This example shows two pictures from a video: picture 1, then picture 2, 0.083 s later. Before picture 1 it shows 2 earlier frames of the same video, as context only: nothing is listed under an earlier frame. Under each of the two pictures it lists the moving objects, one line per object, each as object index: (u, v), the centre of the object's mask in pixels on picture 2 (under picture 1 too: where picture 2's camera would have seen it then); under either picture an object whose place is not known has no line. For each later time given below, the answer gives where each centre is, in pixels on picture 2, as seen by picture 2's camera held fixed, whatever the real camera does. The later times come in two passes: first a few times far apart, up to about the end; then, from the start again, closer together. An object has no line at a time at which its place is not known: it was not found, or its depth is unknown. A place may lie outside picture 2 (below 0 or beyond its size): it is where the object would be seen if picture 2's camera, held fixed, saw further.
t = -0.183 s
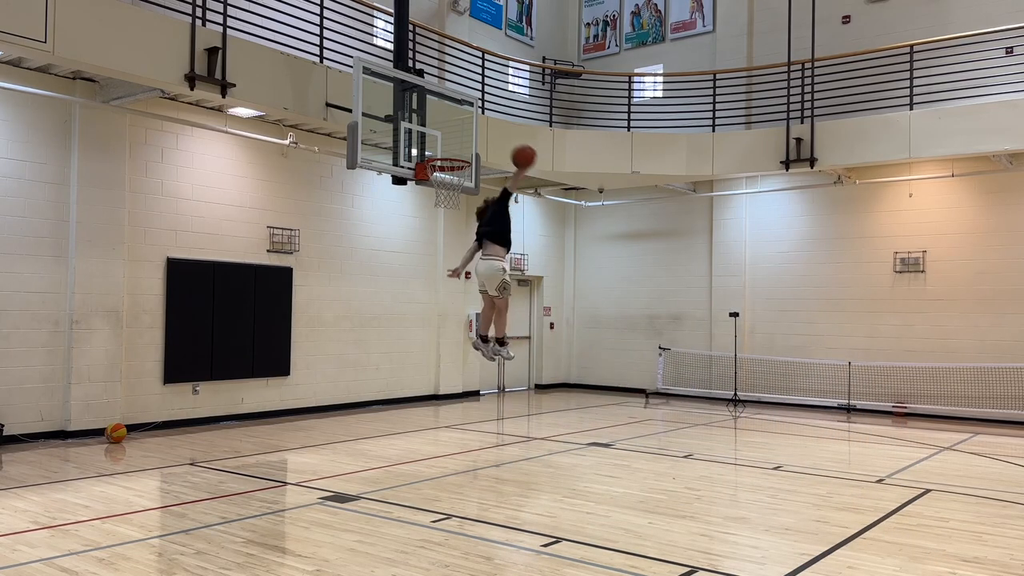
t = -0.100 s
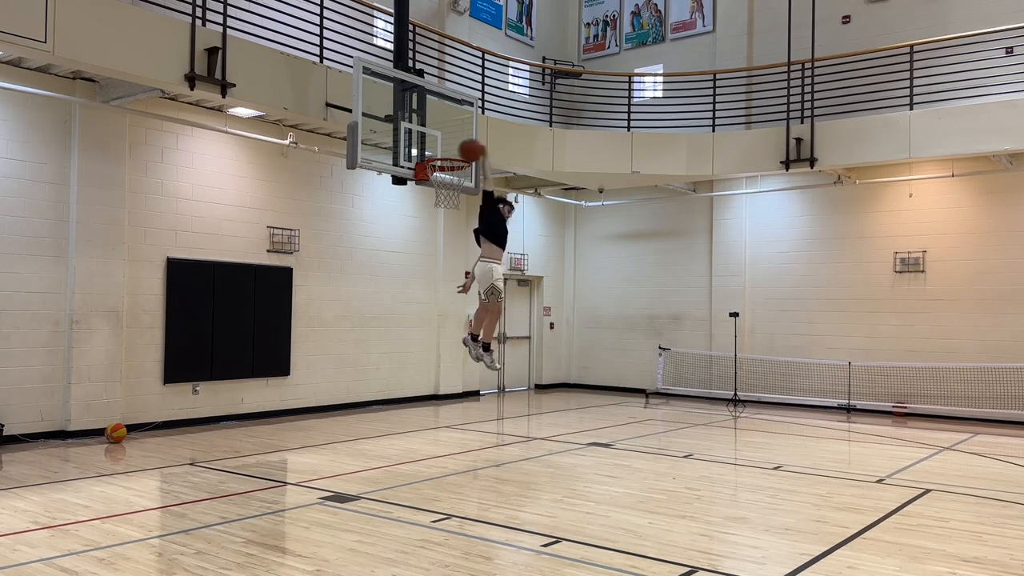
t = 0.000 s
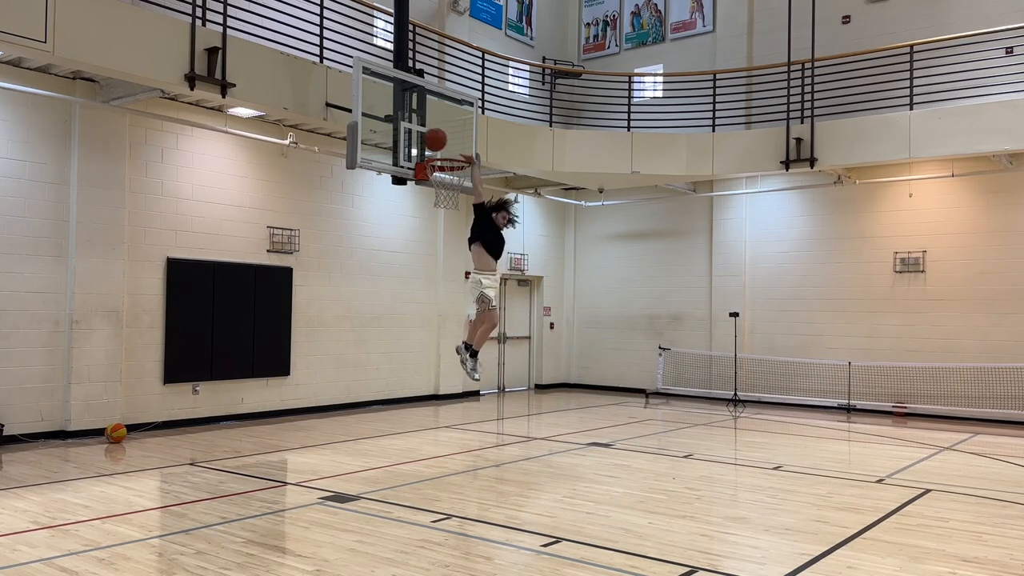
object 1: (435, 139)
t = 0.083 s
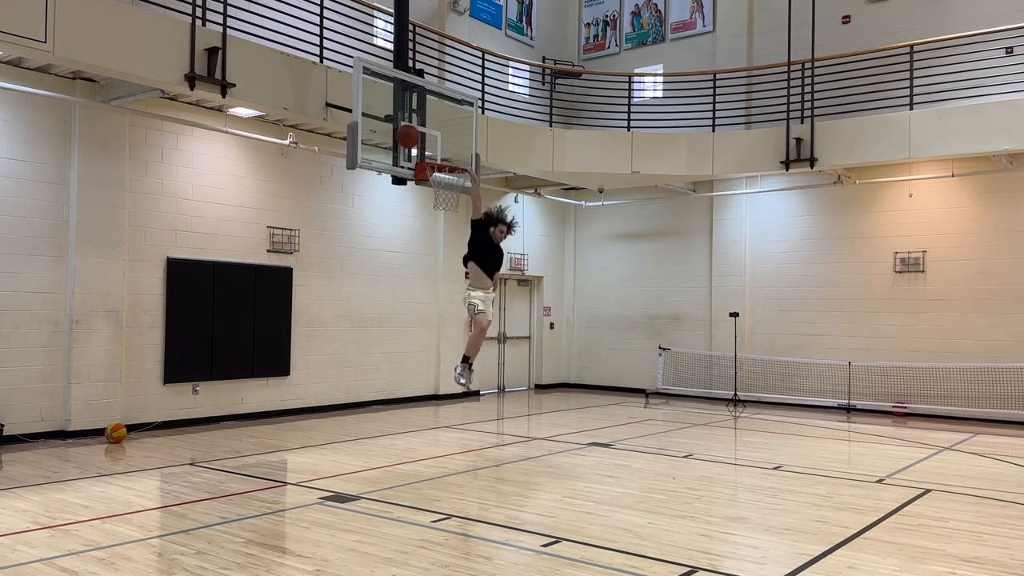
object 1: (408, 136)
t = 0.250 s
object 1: (420, 114)
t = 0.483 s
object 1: (439, 128)
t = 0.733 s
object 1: (462, 217)
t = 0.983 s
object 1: (489, 406)
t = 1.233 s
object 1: (503, 403)
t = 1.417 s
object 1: (506, 305)
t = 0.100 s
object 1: (409, 133)
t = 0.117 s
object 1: (410, 130)
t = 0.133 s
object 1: (412, 127)
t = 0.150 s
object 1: (413, 124)
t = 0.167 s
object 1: (413, 122)
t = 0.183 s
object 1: (415, 120)
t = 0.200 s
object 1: (416, 118)
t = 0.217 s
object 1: (418, 116)
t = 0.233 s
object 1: (419, 115)
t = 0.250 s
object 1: (420, 114)
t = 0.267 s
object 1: (421, 113)
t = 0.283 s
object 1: (422, 113)
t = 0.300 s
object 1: (424, 113)
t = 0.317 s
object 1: (425, 112)
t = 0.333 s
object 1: (427, 113)
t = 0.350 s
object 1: (428, 113)
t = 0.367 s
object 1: (430, 114)
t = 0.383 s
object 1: (431, 115)
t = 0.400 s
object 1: (432, 116)
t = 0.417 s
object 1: (434, 118)
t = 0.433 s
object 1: (435, 120)
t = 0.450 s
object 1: (437, 123)
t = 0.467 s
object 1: (438, 125)
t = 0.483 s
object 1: (439, 128)
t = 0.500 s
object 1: (440, 132)
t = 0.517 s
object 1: (442, 135)
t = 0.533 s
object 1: (443, 140)
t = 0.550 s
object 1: (445, 144)
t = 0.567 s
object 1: (447, 148)
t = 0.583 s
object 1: (448, 154)
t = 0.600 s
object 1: (449, 160)
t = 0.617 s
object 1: (451, 165)
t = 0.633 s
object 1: (452, 172)
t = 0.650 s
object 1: (454, 179)
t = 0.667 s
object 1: (456, 185)
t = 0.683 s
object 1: (457, 193)
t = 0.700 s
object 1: (459, 200)
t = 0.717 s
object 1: (460, 209)
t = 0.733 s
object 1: (462, 217)
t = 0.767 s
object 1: (465, 235)
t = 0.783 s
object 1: (467, 245)
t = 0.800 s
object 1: (469, 256)
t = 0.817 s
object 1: (470, 267)
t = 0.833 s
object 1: (472, 278)
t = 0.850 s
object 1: (474, 291)
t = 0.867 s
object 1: (476, 302)
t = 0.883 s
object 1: (478, 315)
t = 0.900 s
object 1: (479, 329)
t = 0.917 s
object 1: (481, 343)
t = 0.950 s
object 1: (484, 372)
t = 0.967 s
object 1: (486, 387)
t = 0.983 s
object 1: (489, 406)
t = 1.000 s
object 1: (490, 421)
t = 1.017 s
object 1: (492, 438)
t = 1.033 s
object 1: (494, 457)
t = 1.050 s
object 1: (496, 475)
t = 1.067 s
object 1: (498, 495)
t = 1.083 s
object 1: (500, 513)
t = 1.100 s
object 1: (500, 500)
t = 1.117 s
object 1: (501, 487)
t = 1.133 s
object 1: (501, 474)
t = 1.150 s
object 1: (501, 461)
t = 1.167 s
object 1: (501, 449)
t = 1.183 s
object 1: (502, 436)
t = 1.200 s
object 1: (502, 425)
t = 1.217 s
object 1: (503, 413)
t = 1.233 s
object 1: (503, 403)
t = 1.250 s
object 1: (503, 392)
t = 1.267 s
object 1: (503, 381)
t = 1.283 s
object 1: (504, 371)
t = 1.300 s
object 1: (504, 362)
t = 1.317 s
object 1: (504, 353)
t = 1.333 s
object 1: (504, 344)
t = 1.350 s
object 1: (505, 335)
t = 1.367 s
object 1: (505, 327)
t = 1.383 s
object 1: (505, 319)
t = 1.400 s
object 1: (505, 312)
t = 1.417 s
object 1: (506, 305)
